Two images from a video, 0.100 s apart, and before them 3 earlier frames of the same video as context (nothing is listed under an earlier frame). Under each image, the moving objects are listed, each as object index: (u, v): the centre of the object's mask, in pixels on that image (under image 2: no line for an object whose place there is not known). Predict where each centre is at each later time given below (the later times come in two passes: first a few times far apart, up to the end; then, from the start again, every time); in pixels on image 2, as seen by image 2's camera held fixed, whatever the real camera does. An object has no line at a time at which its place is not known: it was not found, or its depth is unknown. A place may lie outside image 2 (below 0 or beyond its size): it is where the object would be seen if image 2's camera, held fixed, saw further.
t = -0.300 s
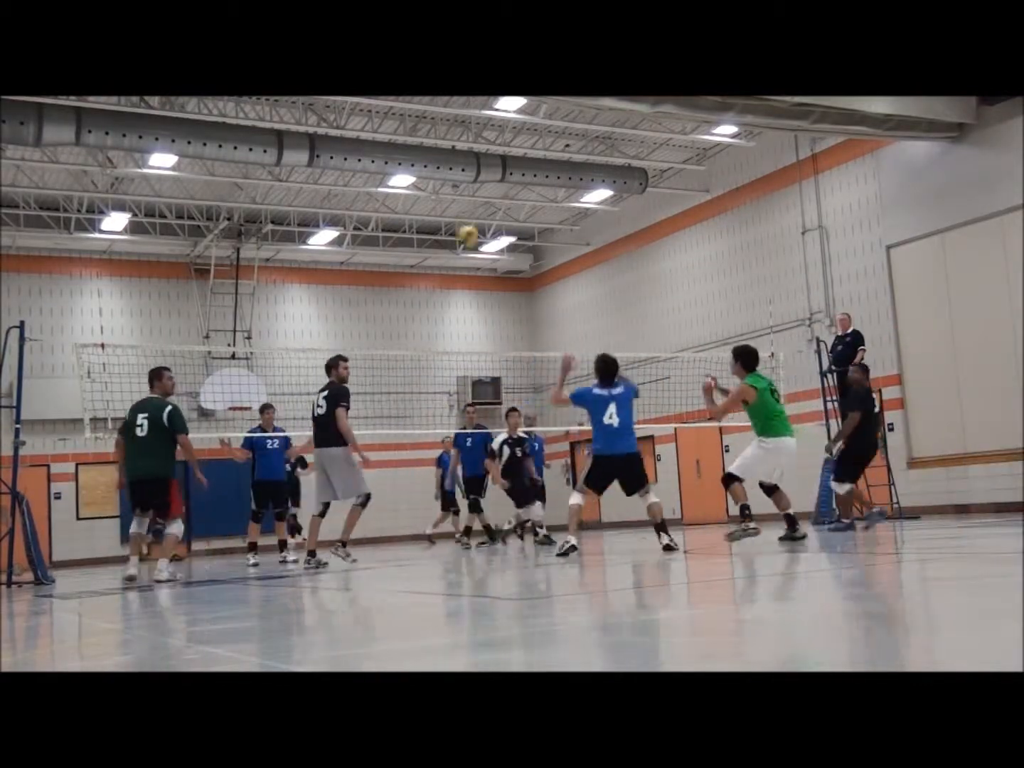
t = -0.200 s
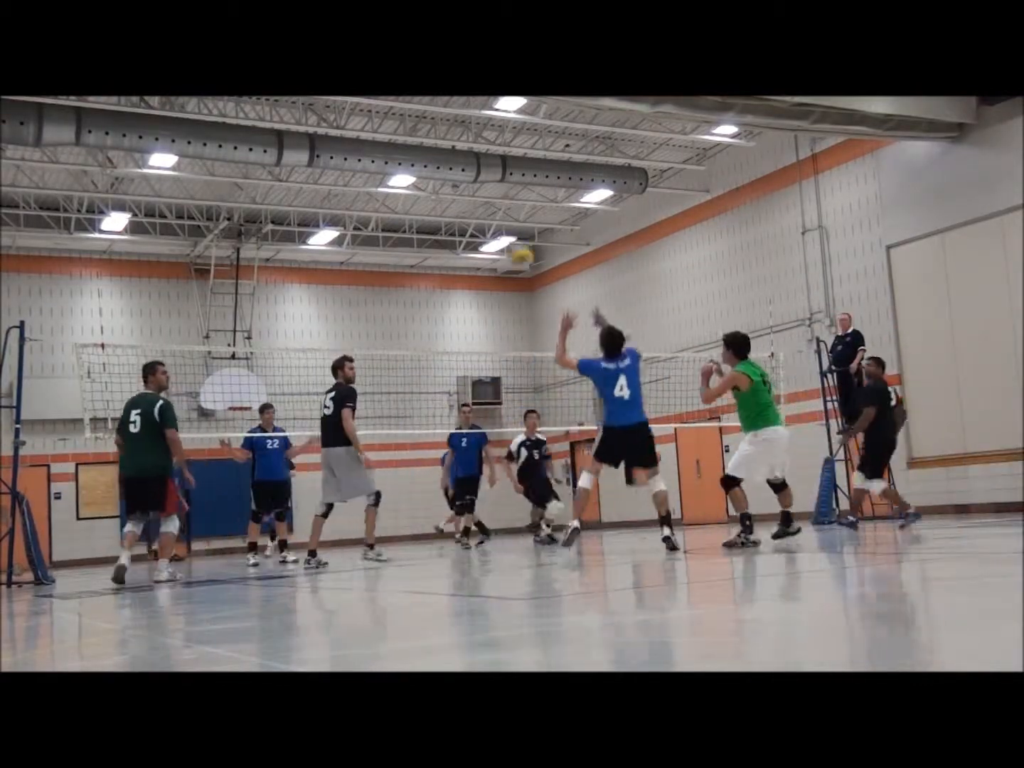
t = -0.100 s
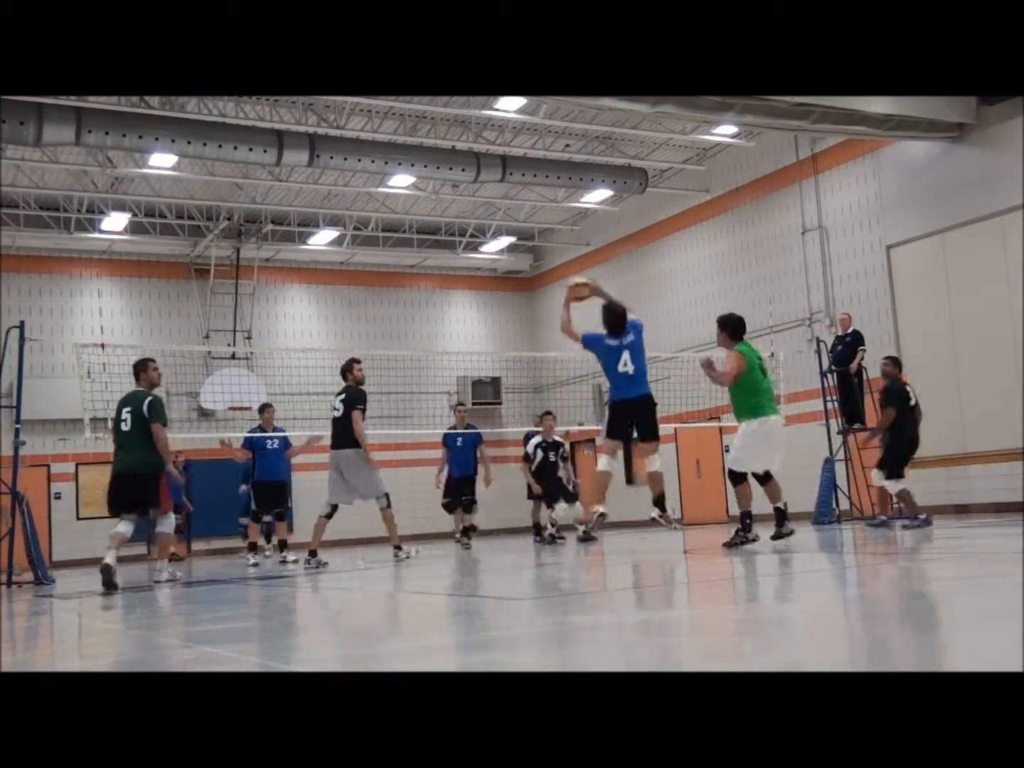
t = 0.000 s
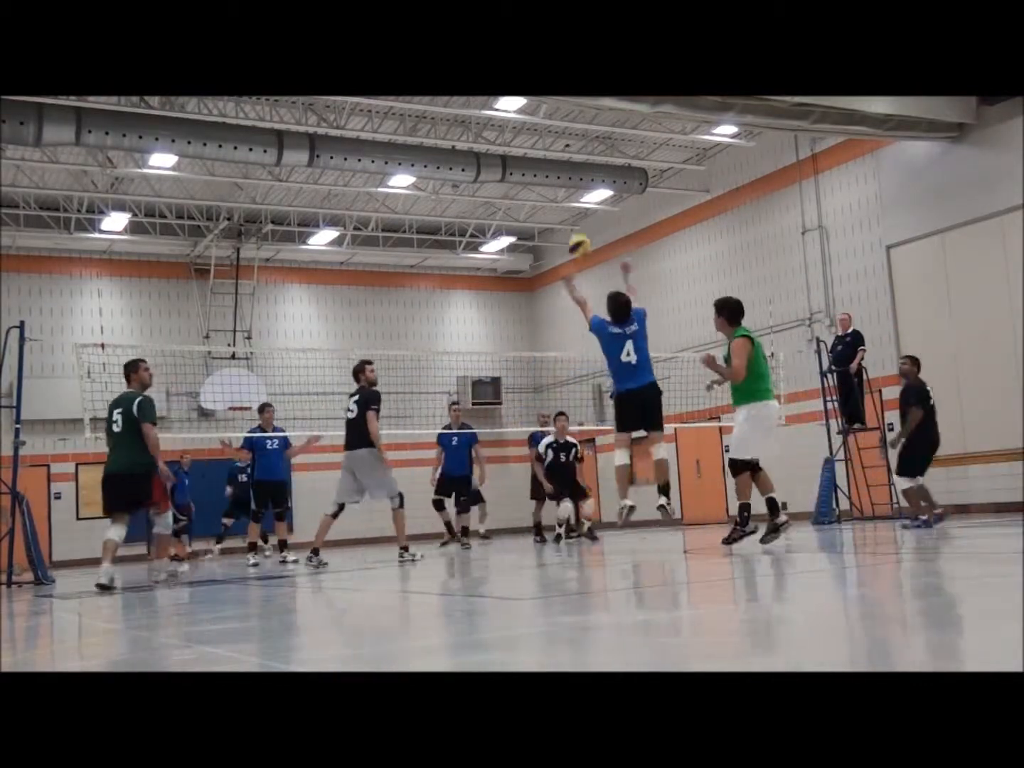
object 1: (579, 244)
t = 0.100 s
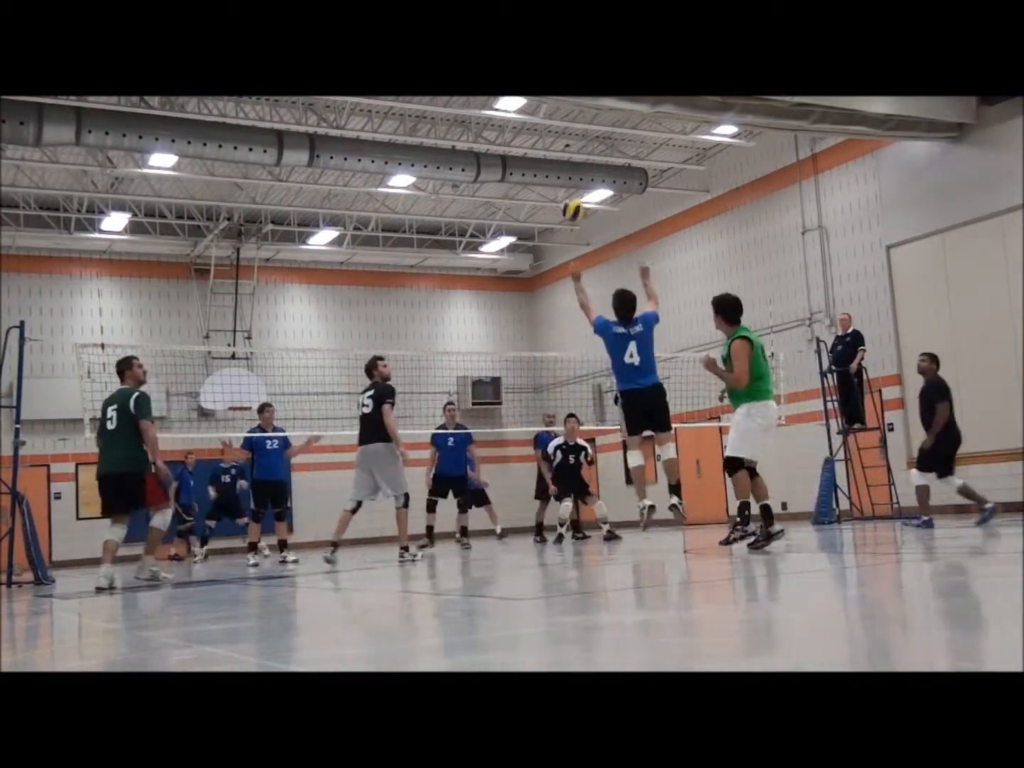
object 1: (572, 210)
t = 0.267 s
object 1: (567, 176)
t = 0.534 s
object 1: (562, 183)
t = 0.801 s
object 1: (562, 252)
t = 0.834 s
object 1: (562, 263)
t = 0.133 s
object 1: (571, 200)
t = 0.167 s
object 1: (570, 193)
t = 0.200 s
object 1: (569, 186)
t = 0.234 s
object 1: (568, 181)
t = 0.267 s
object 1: (567, 176)
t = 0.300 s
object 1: (566, 174)
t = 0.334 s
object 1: (566, 173)
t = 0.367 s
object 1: (566, 173)
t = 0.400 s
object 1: (565, 173)
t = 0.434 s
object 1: (564, 174)
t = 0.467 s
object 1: (563, 176)
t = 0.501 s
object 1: (563, 179)
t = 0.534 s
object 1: (562, 183)
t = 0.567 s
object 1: (563, 190)
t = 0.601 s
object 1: (561, 196)
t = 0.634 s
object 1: (561, 204)
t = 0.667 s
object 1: (562, 213)
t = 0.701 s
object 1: (561, 220)
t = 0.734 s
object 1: (562, 229)
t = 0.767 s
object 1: (563, 239)
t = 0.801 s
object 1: (562, 252)
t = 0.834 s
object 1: (562, 263)
